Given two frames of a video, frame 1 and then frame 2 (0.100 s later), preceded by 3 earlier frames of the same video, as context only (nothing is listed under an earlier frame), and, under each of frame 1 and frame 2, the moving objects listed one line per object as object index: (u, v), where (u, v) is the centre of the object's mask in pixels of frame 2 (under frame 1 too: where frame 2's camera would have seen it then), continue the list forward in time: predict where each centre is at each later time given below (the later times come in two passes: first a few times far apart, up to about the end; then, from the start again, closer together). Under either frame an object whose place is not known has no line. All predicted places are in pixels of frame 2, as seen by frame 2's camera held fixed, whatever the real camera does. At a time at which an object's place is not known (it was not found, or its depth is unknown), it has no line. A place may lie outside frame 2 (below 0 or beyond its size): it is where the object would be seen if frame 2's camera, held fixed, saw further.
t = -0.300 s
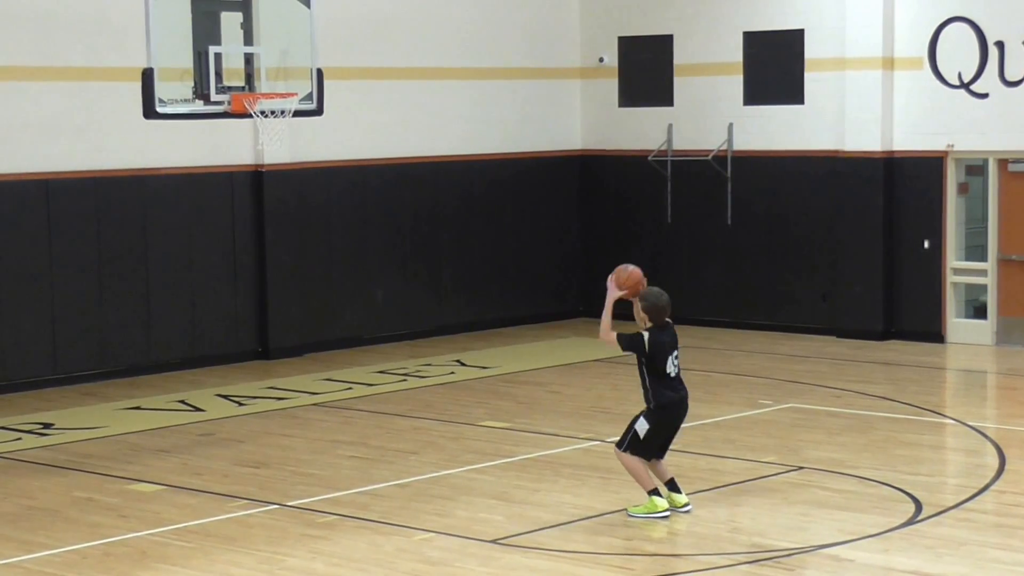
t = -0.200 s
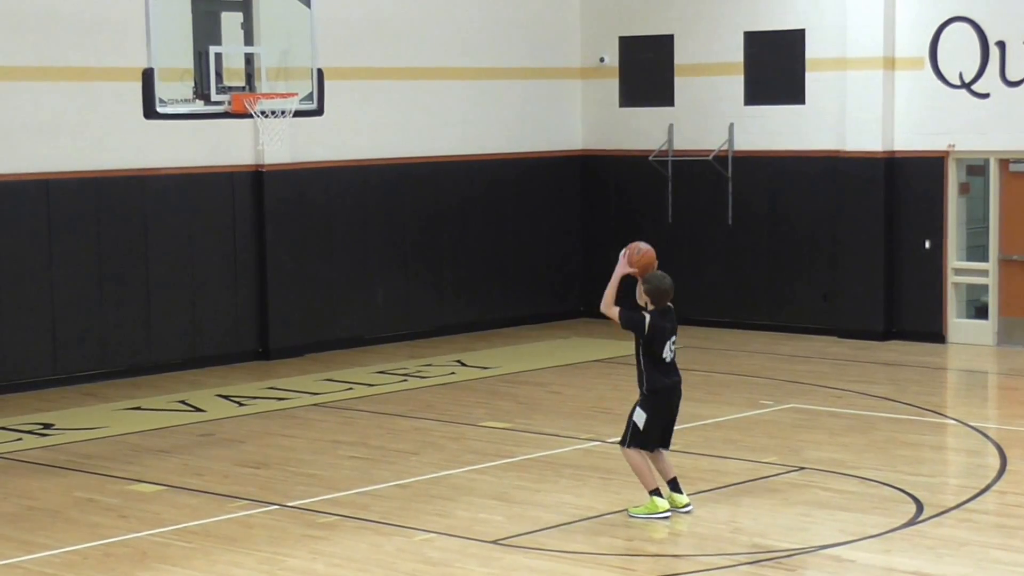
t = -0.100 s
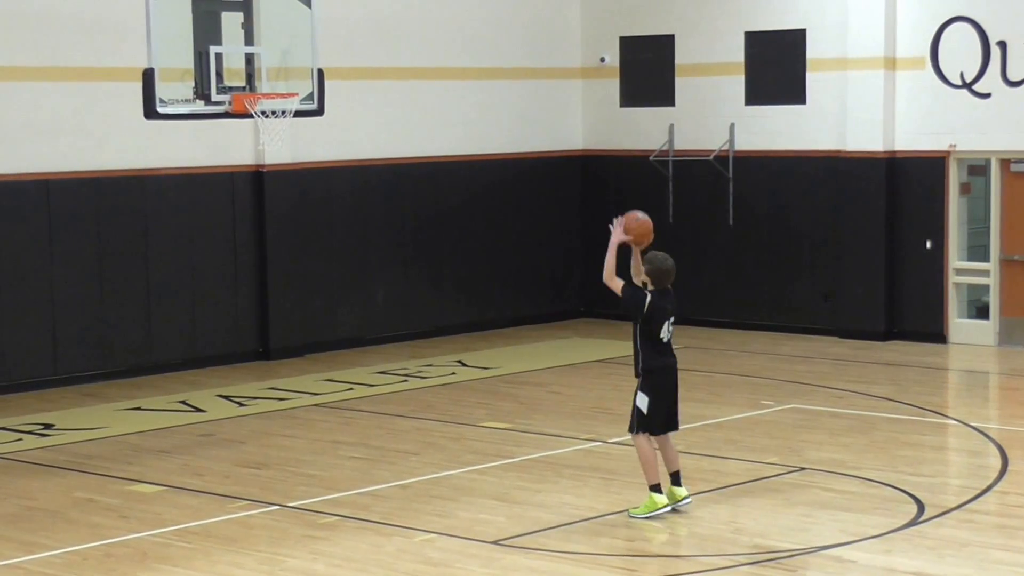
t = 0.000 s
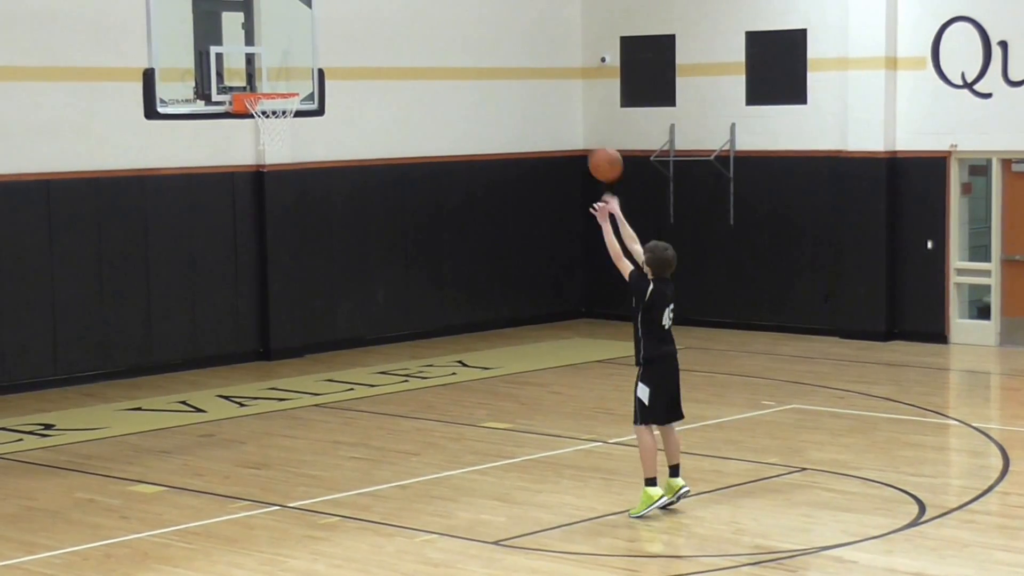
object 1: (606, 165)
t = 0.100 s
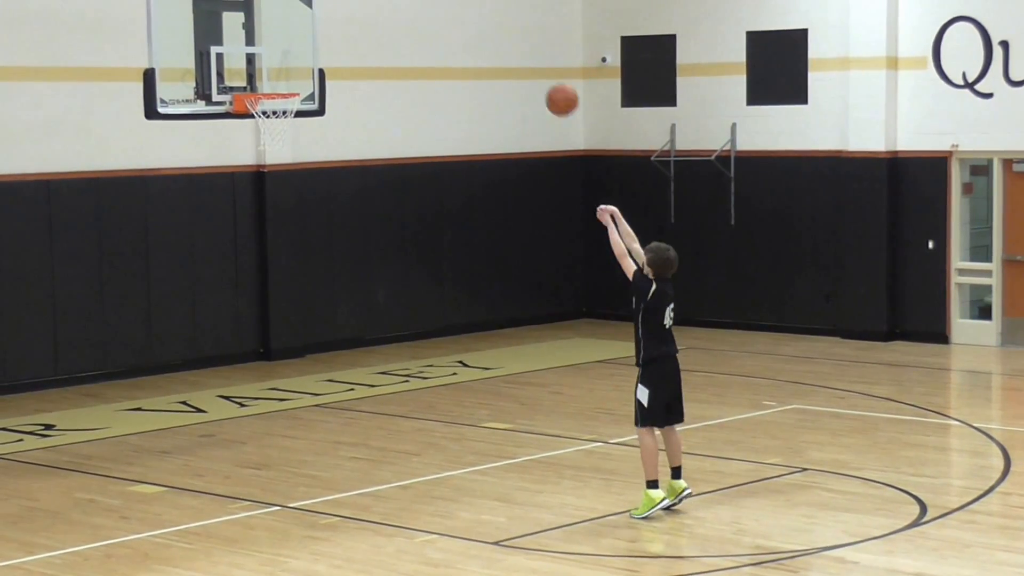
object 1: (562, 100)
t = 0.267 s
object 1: (492, 28)
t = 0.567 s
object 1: (380, 4)
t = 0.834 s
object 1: (294, 56)
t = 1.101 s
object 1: (262, 163)
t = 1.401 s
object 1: (274, 339)
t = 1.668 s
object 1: (295, 347)
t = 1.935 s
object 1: (329, 257)
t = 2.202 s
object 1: (366, 245)
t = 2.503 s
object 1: (411, 332)
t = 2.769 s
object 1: (450, 419)
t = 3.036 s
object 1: (483, 333)
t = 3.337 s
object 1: (522, 336)
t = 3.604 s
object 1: (558, 433)
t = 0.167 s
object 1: (534, 66)
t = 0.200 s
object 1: (520, 52)
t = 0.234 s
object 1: (506, 39)
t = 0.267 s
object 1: (492, 28)
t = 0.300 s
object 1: (479, 18)
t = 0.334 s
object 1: (466, 12)
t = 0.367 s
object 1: (453, 9)
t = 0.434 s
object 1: (428, 5)
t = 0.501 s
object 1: (404, 3)
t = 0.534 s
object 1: (392, 3)
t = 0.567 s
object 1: (380, 4)
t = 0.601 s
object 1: (369, 6)
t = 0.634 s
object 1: (358, 8)
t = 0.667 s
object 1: (347, 11)
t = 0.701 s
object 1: (336, 15)
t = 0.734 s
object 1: (325, 23)
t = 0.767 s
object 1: (314, 33)
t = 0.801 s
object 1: (304, 44)
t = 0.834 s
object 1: (294, 56)
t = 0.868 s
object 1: (284, 69)
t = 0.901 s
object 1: (274, 82)
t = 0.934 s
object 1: (265, 98)
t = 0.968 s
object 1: (259, 113)
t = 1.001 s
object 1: (257, 121)
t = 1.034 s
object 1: (260, 137)
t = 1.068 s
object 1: (261, 149)
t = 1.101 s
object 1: (262, 163)
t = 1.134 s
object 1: (264, 178)
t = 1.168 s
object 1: (265, 193)
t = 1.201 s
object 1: (266, 210)
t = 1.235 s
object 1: (267, 229)
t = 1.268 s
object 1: (269, 248)
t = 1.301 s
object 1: (270, 269)
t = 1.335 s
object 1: (271, 291)
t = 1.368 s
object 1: (273, 315)
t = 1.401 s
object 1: (274, 339)
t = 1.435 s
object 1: (275, 363)
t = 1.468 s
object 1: (276, 391)
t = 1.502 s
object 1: (278, 419)
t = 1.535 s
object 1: (280, 423)
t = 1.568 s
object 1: (284, 402)
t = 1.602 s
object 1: (288, 383)
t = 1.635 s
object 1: (292, 364)
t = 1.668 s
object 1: (295, 347)
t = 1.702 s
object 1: (299, 333)
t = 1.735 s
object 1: (303, 318)
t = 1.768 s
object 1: (308, 305)
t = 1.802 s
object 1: (312, 293)
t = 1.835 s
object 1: (316, 282)
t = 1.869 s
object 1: (320, 272)
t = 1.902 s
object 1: (324, 264)
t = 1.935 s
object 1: (329, 257)
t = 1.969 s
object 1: (333, 251)
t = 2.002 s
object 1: (338, 246)
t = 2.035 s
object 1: (342, 243)
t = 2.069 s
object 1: (347, 240)
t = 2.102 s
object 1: (351, 239)
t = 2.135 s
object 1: (356, 240)
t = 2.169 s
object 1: (361, 242)
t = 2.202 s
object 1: (366, 245)
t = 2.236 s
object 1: (370, 249)
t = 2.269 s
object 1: (375, 254)
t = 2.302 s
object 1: (380, 262)
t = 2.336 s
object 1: (385, 270)
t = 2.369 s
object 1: (390, 279)
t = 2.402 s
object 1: (395, 291)
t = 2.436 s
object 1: (400, 303)
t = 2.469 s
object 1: (405, 317)
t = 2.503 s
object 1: (411, 332)
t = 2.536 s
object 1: (415, 347)
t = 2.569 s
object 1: (421, 365)
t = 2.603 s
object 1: (427, 384)
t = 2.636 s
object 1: (432, 405)
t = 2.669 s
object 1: (438, 428)
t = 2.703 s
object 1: (443, 450)
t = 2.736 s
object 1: (446, 435)
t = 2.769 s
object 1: (450, 419)
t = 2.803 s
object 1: (454, 404)
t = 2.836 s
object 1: (458, 389)
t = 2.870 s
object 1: (462, 377)
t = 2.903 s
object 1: (466, 365)
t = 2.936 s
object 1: (470, 355)
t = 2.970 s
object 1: (474, 346)
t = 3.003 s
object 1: (478, 339)
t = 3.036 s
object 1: (483, 333)
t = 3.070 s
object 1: (487, 328)
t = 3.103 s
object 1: (491, 325)
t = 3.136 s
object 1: (496, 323)
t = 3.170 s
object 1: (500, 322)
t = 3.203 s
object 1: (504, 322)
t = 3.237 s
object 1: (508, 323)
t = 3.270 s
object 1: (513, 326)
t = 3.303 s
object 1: (517, 330)
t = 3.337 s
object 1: (522, 336)
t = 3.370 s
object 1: (526, 343)
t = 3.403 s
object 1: (531, 352)
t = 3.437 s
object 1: (535, 362)
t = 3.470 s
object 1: (539, 374)
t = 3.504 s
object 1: (544, 386)
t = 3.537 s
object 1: (548, 401)
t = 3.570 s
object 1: (553, 416)
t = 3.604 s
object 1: (558, 433)
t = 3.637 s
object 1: (563, 452)
